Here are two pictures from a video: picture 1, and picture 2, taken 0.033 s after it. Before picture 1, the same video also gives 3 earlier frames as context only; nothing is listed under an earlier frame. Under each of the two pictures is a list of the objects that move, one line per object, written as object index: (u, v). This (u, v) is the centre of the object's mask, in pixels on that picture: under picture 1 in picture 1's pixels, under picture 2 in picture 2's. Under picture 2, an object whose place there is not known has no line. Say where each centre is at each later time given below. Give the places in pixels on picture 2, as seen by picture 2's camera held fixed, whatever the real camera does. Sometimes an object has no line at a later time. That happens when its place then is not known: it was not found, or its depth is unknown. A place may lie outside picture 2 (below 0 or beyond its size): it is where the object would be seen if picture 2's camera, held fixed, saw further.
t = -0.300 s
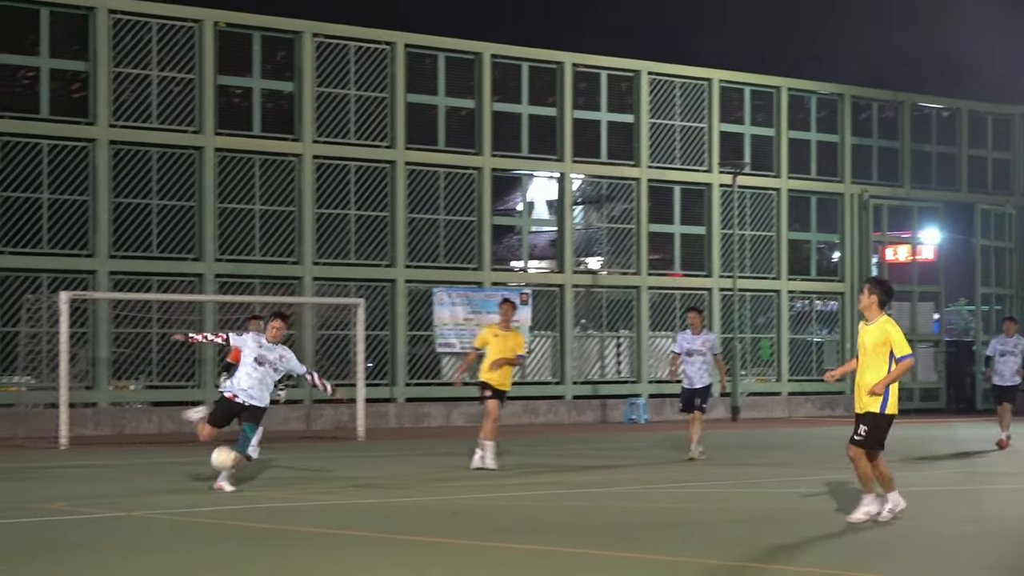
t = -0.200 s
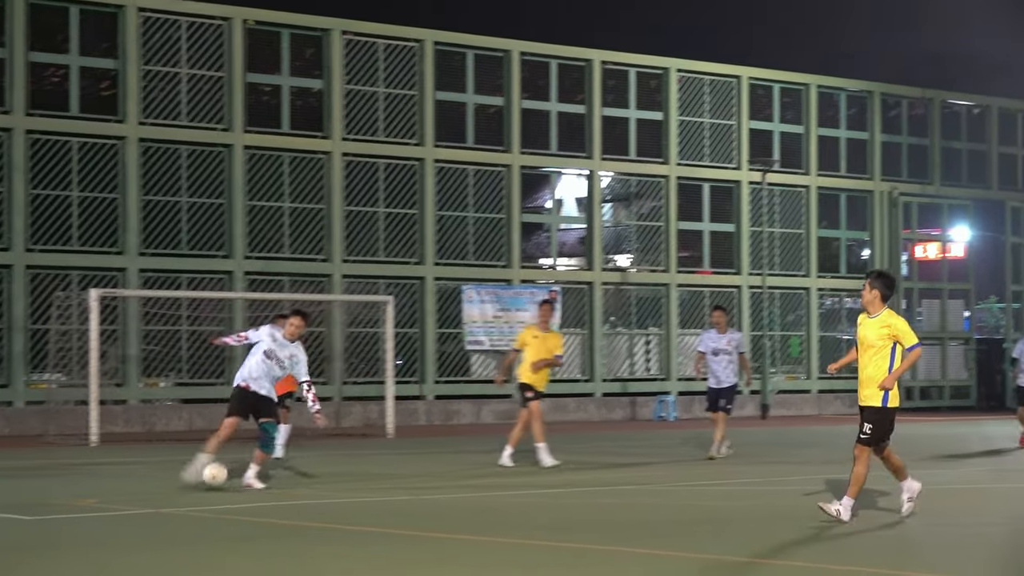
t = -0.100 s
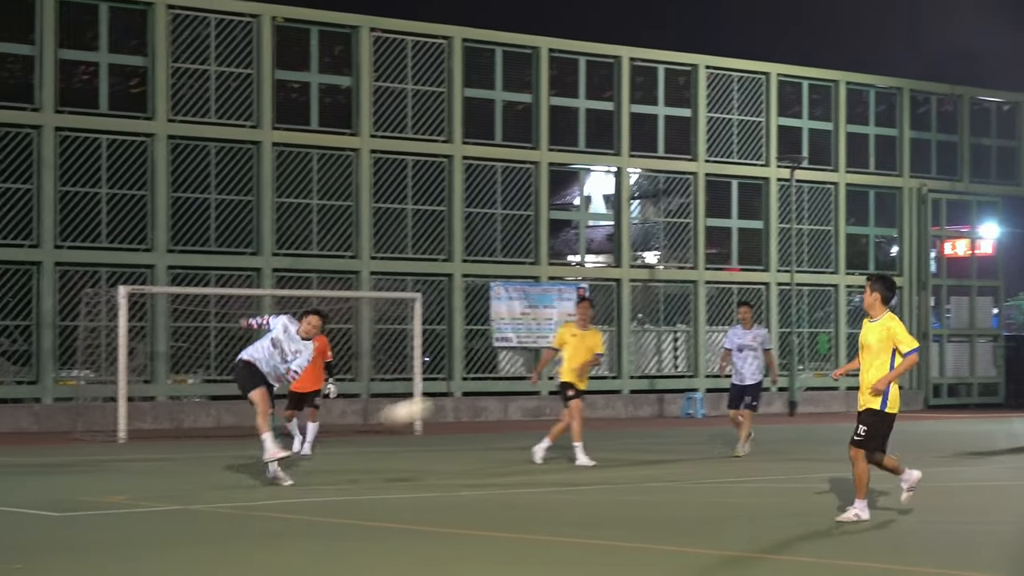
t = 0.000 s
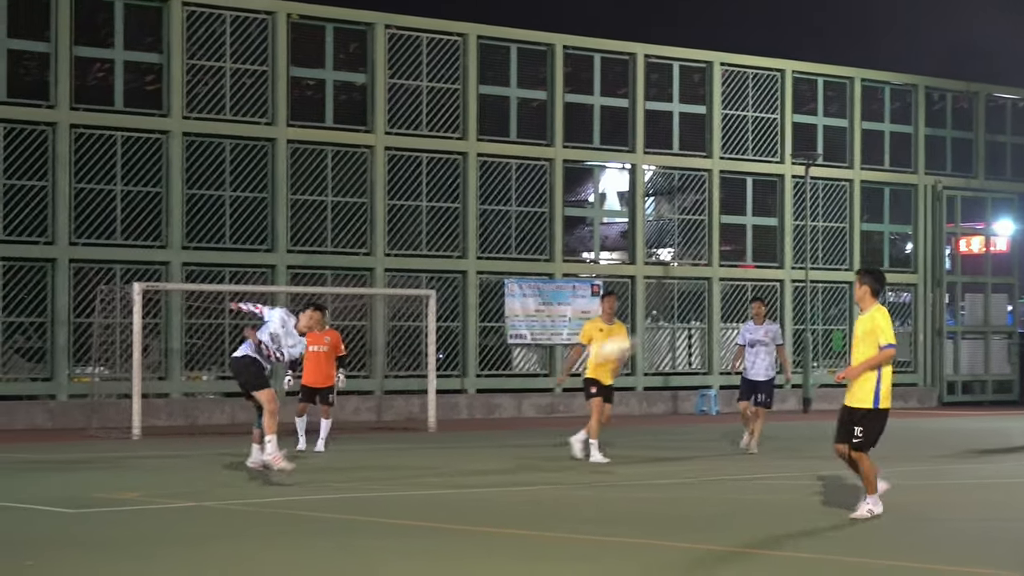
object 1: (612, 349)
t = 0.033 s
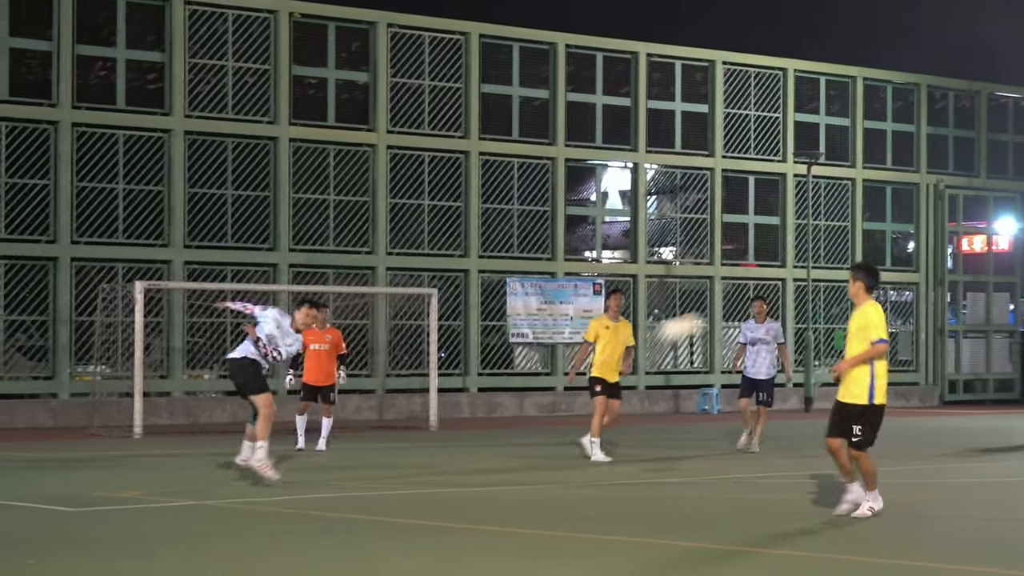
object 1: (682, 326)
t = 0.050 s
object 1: (711, 318)
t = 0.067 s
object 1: (747, 309)
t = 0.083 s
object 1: (784, 300)
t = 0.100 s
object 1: (813, 293)
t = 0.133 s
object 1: (891, 273)
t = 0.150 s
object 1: (925, 266)
